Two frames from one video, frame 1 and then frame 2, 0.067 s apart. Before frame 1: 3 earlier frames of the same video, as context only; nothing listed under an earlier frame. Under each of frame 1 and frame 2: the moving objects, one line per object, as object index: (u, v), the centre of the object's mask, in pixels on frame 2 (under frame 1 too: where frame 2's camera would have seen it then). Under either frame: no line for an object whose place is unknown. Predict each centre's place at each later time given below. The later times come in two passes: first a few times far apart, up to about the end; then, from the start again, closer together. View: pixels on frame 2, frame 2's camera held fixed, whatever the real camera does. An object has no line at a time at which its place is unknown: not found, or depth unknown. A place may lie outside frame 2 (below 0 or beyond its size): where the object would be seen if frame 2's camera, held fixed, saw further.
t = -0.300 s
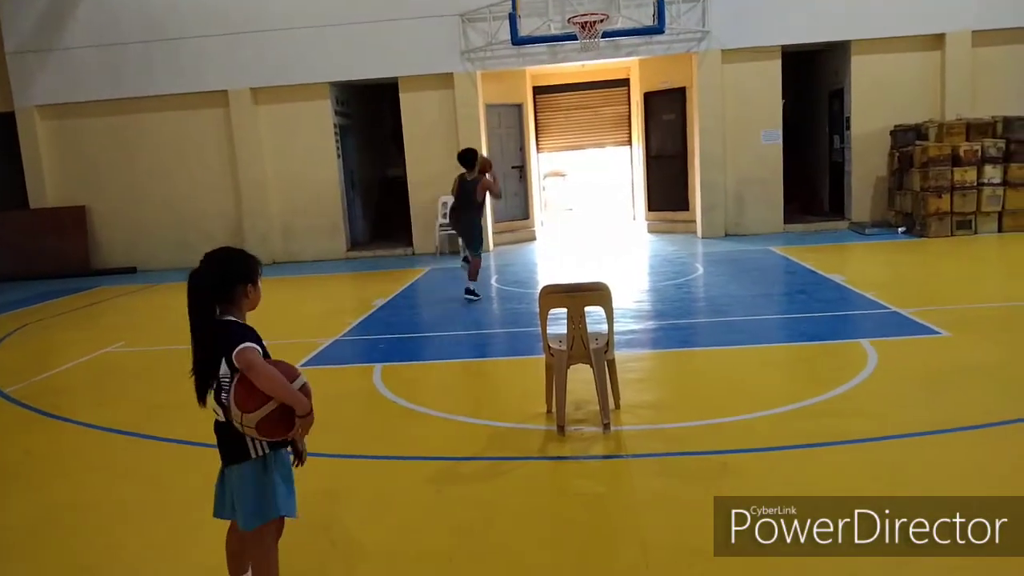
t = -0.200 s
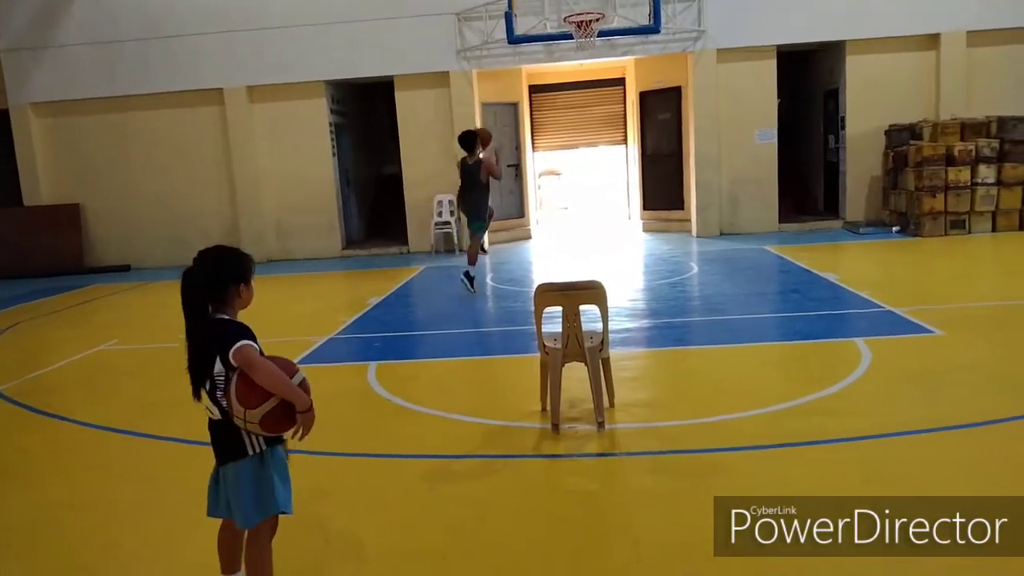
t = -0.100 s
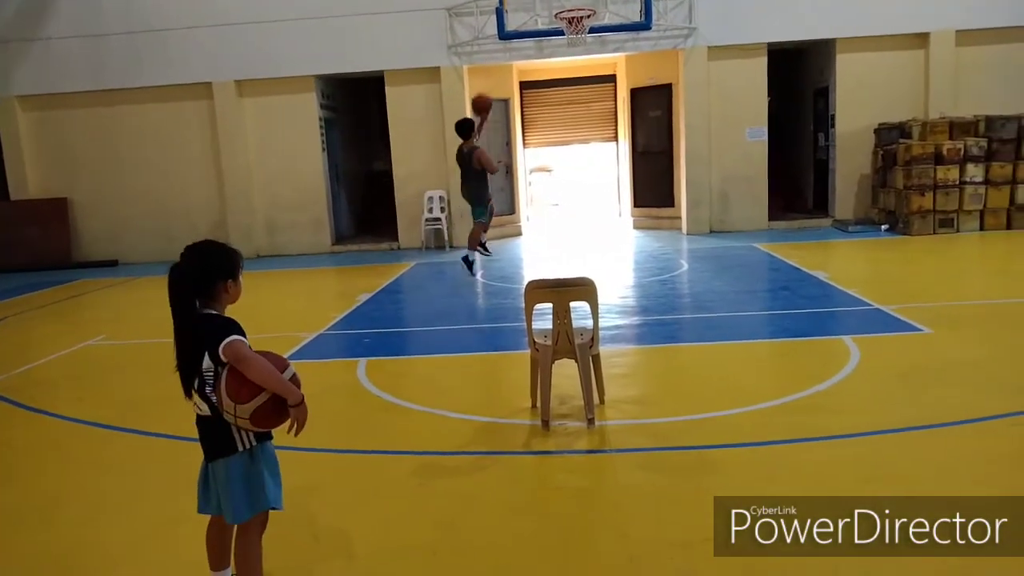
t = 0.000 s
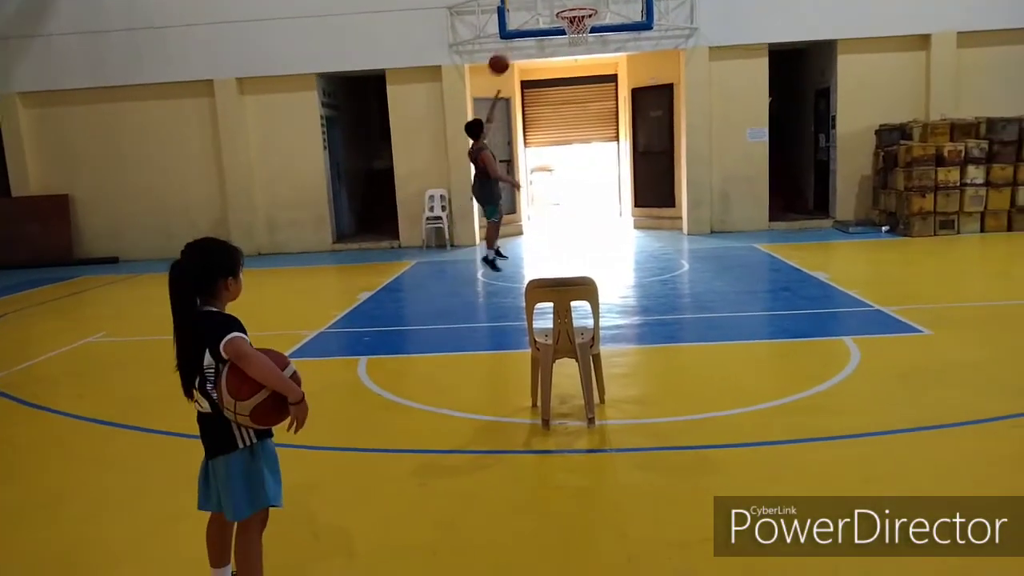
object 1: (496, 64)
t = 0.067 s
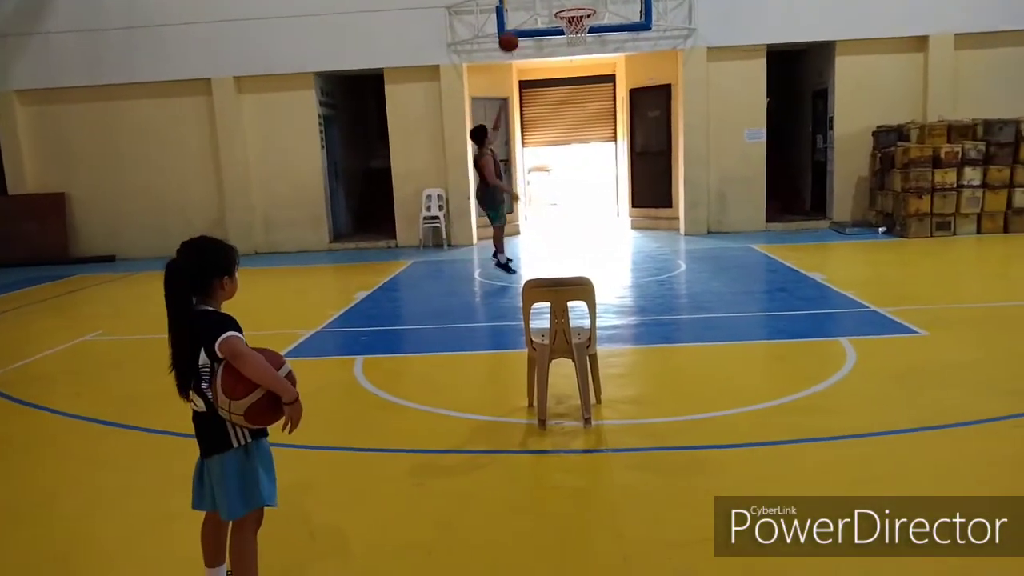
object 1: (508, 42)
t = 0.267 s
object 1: (542, 4)
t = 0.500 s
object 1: (568, 0)
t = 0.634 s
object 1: (576, 16)
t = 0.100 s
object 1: (515, 32)
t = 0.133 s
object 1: (519, 24)
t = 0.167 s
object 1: (525, 17)
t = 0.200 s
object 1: (530, 11)
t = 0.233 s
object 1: (536, 7)
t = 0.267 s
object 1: (542, 4)
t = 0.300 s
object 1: (547, 3)
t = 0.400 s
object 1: (560, 0)
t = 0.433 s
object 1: (562, -1)
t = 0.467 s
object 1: (565, -1)
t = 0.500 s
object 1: (568, 0)
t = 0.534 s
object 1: (571, 3)
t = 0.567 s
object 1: (574, 6)
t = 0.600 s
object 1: (575, 11)
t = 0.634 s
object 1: (576, 16)
